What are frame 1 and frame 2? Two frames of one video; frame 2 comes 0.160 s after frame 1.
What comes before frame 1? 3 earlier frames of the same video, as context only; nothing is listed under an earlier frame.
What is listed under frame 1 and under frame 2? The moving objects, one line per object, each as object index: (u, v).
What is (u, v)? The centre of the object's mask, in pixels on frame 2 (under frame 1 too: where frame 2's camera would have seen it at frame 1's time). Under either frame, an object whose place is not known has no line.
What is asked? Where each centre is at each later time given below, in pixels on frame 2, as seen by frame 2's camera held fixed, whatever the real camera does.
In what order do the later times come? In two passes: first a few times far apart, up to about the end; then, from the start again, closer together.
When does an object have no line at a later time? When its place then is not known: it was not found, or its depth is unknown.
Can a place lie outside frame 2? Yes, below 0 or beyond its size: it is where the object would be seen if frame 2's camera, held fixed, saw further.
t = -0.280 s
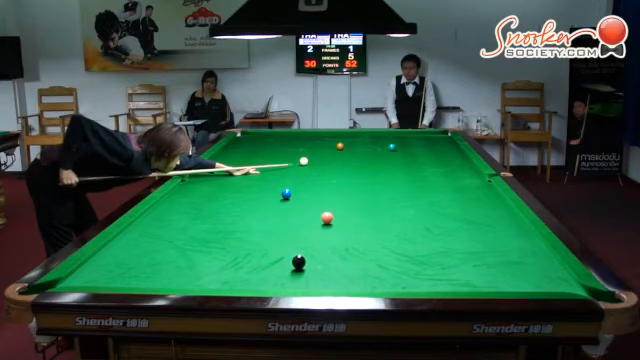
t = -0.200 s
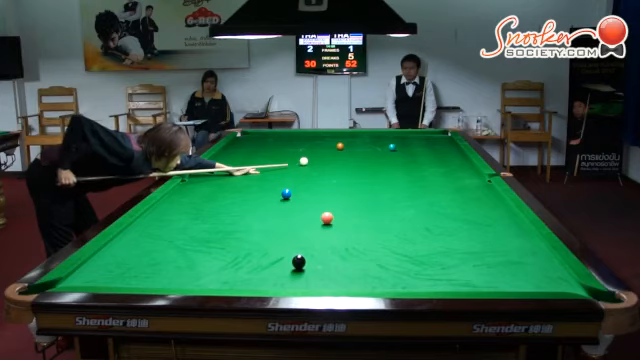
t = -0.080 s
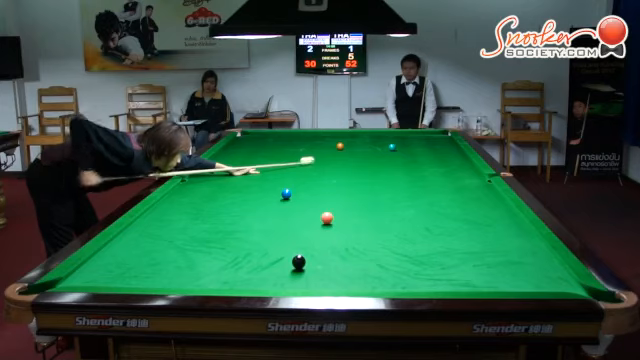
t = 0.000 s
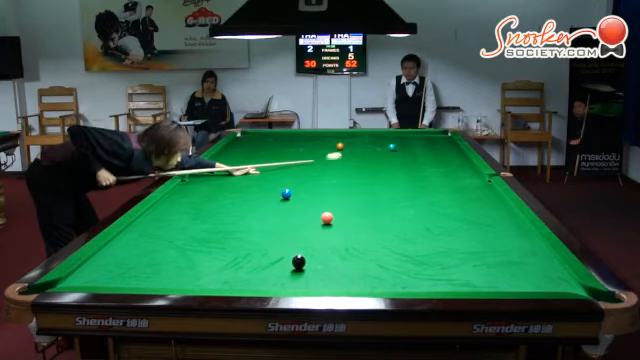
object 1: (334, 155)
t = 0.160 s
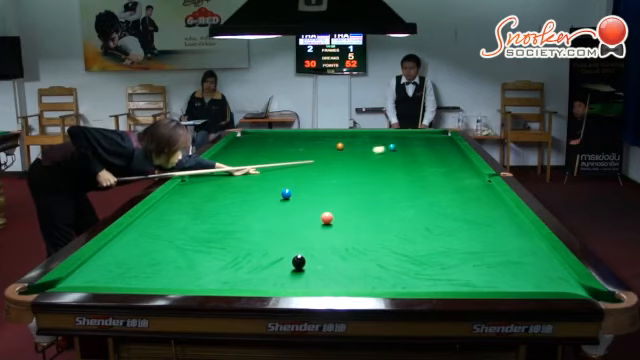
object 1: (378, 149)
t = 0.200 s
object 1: (387, 148)
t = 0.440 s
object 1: (405, 149)
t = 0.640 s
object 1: (418, 150)
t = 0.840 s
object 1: (431, 150)
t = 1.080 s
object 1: (445, 151)
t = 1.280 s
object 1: (457, 152)
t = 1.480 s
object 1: (458, 153)
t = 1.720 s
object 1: (451, 154)
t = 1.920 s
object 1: (444, 154)
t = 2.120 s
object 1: (438, 155)
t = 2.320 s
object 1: (433, 155)
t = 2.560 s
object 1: (427, 155)
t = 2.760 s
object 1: (422, 156)
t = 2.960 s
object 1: (419, 156)
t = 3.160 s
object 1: (416, 156)
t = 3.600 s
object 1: (410, 157)
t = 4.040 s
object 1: (407, 157)
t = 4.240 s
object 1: (407, 157)
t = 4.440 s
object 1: (407, 157)
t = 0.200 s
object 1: (387, 148)
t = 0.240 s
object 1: (392, 148)
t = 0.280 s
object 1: (394, 148)
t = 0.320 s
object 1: (397, 148)
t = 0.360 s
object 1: (400, 149)
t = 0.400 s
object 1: (402, 149)
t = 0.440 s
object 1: (405, 149)
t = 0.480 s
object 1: (408, 149)
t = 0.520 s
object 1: (410, 149)
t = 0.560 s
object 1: (413, 149)
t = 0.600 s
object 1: (416, 149)
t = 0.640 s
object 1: (418, 150)
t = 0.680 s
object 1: (421, 150)
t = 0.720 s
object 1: (423, 150)
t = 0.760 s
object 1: (425, 150)
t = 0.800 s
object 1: (428, 151)
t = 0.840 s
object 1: (431, 150)
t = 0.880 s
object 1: (433, 151)
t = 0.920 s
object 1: (435, 151)
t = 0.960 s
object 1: (438, 151)
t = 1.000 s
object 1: (440, 151)
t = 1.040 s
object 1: (443, 151)
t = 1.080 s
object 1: (445, 151)
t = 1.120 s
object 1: (447, 152)
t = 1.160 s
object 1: (450, 152)
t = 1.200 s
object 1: (452, 152)
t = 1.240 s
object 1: (455, 152)
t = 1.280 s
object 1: (457, 152)
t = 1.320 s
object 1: (459, 152)
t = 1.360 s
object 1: (461, 153)
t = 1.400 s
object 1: (461, 153)
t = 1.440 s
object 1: (460, 153)
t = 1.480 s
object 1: (458, 153)
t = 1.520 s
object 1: (457, 153)
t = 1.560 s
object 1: (456, 153)
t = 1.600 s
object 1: (455, 153)
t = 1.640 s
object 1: (453, 153)
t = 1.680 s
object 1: (452, 154)
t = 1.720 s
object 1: (451, 154)
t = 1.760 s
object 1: (449, 154)
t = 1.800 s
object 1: (448, 154)
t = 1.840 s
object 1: (447, 154)
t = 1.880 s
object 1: (445, 154)
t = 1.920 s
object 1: (444, 154)
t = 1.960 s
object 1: (443, 154)
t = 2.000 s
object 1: (442, 154)
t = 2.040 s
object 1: (441, 154)
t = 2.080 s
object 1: (440, 155)
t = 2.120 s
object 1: (438, 155)
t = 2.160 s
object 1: (437, 155)
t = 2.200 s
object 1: (436, 155)
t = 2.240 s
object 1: (435, 155)
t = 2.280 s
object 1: (434, 155)
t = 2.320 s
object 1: (433, 155)
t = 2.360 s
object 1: (432, 155)
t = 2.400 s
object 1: (431, 155)
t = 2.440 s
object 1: (430, 155)
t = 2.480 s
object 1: (429, 155)
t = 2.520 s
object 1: (428, 155)
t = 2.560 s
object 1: (427, 155)
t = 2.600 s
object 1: (426, 156)
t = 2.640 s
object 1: (425, 156)
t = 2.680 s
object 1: (424, 156)
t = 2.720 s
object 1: (423, 156)
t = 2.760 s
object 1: (422, 156)
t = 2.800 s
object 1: (422, 156)
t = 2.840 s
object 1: (421, 156)
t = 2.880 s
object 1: (420, 156)
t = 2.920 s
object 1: (420, 156)
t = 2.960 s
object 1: (419, 156)
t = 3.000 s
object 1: (418, 156)
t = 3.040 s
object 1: (417, 156)
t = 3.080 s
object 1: (417, 156)
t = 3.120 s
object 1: (416, 156)
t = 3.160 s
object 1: (416, 156)
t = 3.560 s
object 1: (411, 156)
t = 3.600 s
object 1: (410, 157)
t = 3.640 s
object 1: (410, 156)
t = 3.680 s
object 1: (410, 156)
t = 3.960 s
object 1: (407, 156)
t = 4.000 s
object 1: (407, 157)
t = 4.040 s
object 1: (407, 157)
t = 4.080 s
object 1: (407, 157)
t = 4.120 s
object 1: (407, 157)
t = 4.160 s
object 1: (407, 157)
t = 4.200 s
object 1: (407, 157)
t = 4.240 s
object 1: (407, 157)
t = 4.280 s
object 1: (407, 157)
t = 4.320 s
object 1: (407, 157)
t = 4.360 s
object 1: (407, 157)
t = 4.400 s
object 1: (407, 157)
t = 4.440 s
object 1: (407, 157)
